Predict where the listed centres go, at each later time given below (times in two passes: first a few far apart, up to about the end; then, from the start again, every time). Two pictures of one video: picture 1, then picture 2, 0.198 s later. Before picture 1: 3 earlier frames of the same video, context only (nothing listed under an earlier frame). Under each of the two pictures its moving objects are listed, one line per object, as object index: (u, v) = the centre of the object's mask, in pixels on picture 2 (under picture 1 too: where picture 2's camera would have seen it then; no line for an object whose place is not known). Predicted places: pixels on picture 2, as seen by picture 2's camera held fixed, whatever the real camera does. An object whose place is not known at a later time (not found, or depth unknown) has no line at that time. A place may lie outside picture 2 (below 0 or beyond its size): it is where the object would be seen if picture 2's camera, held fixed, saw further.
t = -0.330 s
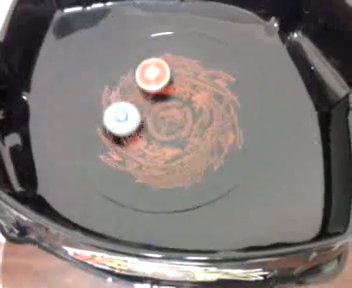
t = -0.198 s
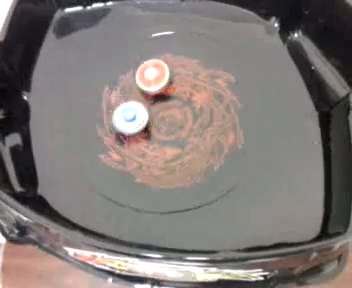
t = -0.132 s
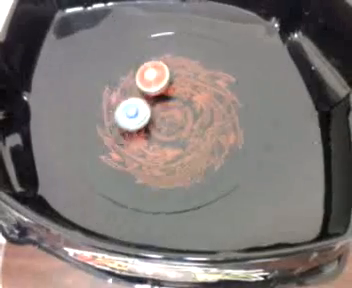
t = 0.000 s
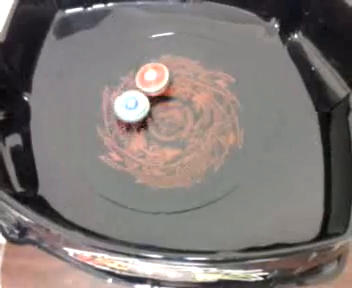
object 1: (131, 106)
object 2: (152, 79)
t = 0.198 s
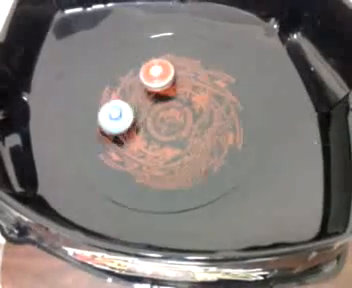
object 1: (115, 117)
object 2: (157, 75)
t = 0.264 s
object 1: (116, 122)
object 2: (156, 75)
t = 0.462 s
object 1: (131, 121)
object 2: (154, 76)
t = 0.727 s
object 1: (129, 102)
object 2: (152, 75)
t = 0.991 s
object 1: (117, 116)
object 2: (152, 76)
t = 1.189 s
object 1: (130, 114)
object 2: (151, 76)
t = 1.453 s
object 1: (124, 106)
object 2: (155, 73)
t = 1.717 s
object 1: (124, 117)
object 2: (153, 75)
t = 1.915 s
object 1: (129, 107)
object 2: (152, 77)
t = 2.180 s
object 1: (120, 105)
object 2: (149, 77)
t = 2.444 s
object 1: (128, 105)
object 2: (149, 75)
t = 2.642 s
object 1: (124, 108)
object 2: (149, 76)
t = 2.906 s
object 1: (127, 106)
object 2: (149, 77)
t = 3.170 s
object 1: (124, 106)
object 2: (148, 80)
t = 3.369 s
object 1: (124, 109)
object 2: (152, 76)
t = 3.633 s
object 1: (125, 120)
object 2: (151, 76)
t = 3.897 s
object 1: (126, 112)
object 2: (149, 77)
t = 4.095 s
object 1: (120, 110)
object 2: (148, 77)
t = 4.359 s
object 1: (127, 107)
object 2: (147, 78)
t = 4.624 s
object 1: (120, 116)
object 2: (153, 74)
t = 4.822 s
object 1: (127, 117)
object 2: (151, 75)
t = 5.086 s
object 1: (126, 107)
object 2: (149, 77)
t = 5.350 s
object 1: (122, 102)
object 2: (147, 77)
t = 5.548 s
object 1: (120, 109)
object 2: (153, 75)
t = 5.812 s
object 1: (124, 114)
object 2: (152, 76)
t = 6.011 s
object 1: (127, 114)
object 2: (151, 77)
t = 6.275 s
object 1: (127, 110)
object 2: (149, 78)
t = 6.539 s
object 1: (127, 106)
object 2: (147, 78)
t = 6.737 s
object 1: (122, 108)
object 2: (156, 75)
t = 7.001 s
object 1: (122, 112)
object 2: (152, 77)
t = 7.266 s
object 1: (127, 110)
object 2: (151, 79)
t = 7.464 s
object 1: (126, 112)
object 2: (150, 80)
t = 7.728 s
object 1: (126, 113)
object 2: (147, 79)
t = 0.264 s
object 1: (116, 122)
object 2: (156, 75)
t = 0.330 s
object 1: (121, 126)
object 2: (156, 75)
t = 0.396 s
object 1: (126, 126)
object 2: (154, 75)
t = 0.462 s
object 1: (131, 121)
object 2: (154, 76)
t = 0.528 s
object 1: (132, 116)
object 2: (153, 76)
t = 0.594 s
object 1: (132, 110)
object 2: (152, 75)
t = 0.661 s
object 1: (132, 106)
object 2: (151, 75)
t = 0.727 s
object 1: (129, 102)
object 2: (152, 75)
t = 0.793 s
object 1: (122, 102)
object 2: (153, 74)
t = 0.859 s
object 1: (117, 106)
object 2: (153, 75)
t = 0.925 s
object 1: (115, 111)
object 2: (152, 76)
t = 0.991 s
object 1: (117, 116)
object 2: (152, 76)
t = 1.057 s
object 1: (121, 119)
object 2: (152, 76)
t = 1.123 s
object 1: (126, 118)
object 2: (151, 76)
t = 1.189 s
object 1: (130, 114)
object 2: (151, 76)
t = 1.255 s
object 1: (132, 110)
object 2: (151, 76)
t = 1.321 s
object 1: (132, 106)
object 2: (151, 76)
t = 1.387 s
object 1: (128, 105)
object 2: (154, 73)
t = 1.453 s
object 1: (124, 106)
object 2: (155, 73)
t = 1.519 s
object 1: (119, 108)
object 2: (154, 74)
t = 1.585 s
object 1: (118, 112)
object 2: (153, 74)
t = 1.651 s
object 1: (120, 116)
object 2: (153, 75)
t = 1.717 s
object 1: (124, 117)
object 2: (153, 75)
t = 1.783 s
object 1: (127, 115)
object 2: (152, 76)
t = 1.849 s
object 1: (129, 110)
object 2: (151, 76)
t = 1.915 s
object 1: (129, 107)
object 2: (152, 77)
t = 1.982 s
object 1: (128, 103)
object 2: (151, 77)
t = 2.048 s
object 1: (125, 101)
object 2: (151, 77)
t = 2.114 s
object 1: (122, 102)
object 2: (150, 77)
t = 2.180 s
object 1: (120, 105)
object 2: (149, 77)
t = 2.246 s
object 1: (122, 107)
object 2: (149, 77)
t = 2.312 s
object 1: (125, 107)
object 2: (148, 77)
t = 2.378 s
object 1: (128, 105)
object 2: (148, 77)
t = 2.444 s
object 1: (128, 105)
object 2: (149, 75)
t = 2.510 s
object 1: (126, 104)
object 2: (150, 75)
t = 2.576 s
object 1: (125, 106)
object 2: (150, 76)
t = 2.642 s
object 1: (124, 108)
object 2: (149, 76)
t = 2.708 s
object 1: (124, 109)
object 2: (149, 76)
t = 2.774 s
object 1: (126, 110)
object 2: (149, 77)
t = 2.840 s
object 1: (127, 108)
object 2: (148, 77)
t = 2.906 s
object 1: (127, 106)
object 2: (149, 77)
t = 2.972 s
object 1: (125, 105)
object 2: (148, 78)
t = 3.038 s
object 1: (124, 104)
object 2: (148, 79)
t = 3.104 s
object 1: (123, 105)
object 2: (148, 79)
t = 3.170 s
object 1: (124, 106)
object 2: (148, 80)
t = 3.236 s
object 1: (126, 106)
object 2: (148, 80)
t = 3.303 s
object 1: (126, 106)
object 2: (148, 79)
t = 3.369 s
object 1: (124, 109)
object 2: (152, 76)
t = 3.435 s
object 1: (121, 113)
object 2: (152, 76)
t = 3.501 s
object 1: (121, 116)
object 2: (152, 76)
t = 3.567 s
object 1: (122, 118)
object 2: (151, 75)
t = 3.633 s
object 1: (125, 120)
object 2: (151, 76)
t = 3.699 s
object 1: (127, 119)
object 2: (151, 76)
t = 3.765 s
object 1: (127, 116)
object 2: (150, 76)
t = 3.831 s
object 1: (127, 115)
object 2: (150, 76)
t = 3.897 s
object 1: (126, 112)
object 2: (149, 77)
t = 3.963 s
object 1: (123, 111)
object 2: (148, 77)
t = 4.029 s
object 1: (121, 110)
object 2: (148, 77)
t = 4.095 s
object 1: (120, 110)
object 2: (148, 77)
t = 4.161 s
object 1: (121, 111)
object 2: (147, 77)
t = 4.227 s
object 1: (123, 111)
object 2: (147, 78)
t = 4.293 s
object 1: (125, 109)
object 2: (147, 78)
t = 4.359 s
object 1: (127, 107)
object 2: (147, 78)
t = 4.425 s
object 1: (124, 107)
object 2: (149, 77)
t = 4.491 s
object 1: (120, 110)
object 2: (153, 74)
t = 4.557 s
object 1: (119, 114)
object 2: (153, 74)
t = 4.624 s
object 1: (120, 116)
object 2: (153, 74)
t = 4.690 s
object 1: (122, 118)
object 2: (152, 75)
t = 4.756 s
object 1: (124, 118)
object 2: (151, 75)
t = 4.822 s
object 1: (127, 117)
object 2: (151, 75)
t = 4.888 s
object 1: (128, 114)
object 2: (150, 76)
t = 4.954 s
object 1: (129, 111)
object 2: (150, 76)
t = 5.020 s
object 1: (128, 108)
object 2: (150, 76)
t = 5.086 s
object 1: (126, 107)
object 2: (149, 77)
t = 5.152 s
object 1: (124, 104)
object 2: (149, 77)
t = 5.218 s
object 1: (122, 104)
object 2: (148, 78)
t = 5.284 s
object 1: (122, 103)
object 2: (148, 78)
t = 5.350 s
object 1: (122, 102)
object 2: (147, 77)
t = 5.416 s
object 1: (122, 102)
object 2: (147, 77)
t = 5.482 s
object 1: (120, 106)
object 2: (152, 75)
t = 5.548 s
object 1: (120, 109)
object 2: (153, 75)
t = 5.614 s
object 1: (120, 111)
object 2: (153, 75)
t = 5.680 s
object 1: (122, 113)
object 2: (152, 75)
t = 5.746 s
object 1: (123, 115)
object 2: (152, 76)
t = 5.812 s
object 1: (124, 114)
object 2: (152, 76)
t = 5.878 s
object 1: (125, 114)
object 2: (151, 76)
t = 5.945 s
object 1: (126, 113)
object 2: (151, 77)
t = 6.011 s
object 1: (127, 114)
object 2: (151, 77)
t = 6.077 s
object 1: (126, 114)
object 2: (150, 77)
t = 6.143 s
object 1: (128, 112)
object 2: (150, 78)
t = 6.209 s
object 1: (127, 112)
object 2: (150, 78)
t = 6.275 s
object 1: (127, 110)
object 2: (149, 78)
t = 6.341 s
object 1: (127, 109)
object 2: (149, 78)
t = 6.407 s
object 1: (128, 108)
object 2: (149, 78)
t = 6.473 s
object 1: (128, 108)
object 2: (148, 78)
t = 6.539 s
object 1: (127, 106)
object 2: (147, 78)
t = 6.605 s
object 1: (126, 108)
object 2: (149, 77)
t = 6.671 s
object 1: (121, 109)
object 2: (154, 74)
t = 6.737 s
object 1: (122, 108)
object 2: (156, 75)
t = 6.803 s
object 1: (123, 110)
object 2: (155, 75)
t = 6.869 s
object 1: (124, 112)
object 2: (154, 76)
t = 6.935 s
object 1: (123, 113)
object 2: (154, 76)
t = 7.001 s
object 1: (122, 112)
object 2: (152, 77)
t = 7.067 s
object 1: (123, 110)
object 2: (152, 78)
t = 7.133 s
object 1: (123, 110)
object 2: (152, 79)
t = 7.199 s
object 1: (124, 108)
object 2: (152, 79)
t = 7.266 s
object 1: (127, 110)
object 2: (151, 79)
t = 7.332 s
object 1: (127, 111)
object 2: (151, 80)
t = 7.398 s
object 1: (127, 112)
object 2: (151, 80)
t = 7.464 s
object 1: (126, 112)
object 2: (150, 80)
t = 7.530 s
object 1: (125, 113)
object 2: (150, 80)
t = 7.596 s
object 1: (125, 113)
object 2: (150, 80)
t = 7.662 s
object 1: (125, 113)
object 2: (150, 80)
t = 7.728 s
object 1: (126, 113)
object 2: (147, 79)
